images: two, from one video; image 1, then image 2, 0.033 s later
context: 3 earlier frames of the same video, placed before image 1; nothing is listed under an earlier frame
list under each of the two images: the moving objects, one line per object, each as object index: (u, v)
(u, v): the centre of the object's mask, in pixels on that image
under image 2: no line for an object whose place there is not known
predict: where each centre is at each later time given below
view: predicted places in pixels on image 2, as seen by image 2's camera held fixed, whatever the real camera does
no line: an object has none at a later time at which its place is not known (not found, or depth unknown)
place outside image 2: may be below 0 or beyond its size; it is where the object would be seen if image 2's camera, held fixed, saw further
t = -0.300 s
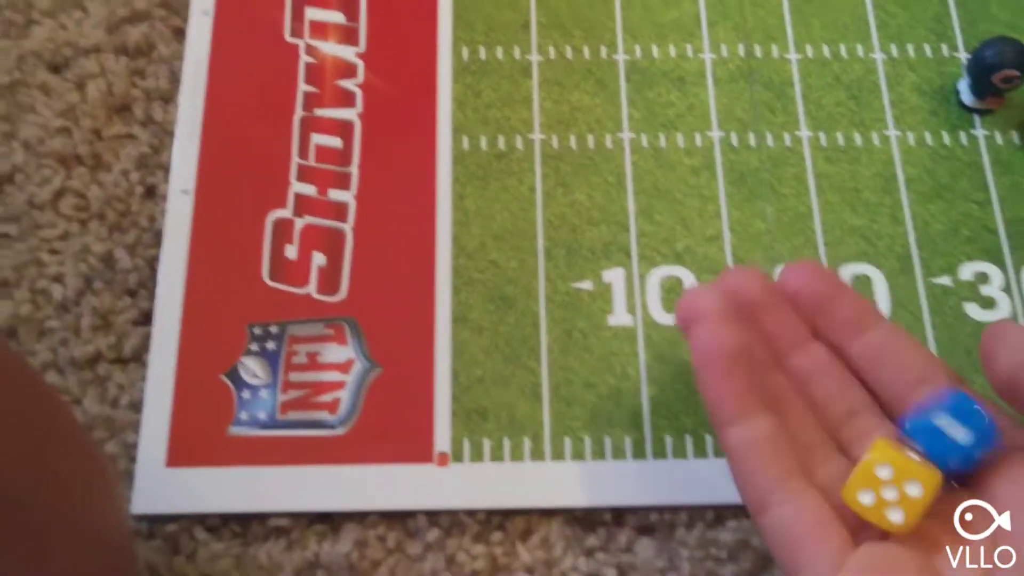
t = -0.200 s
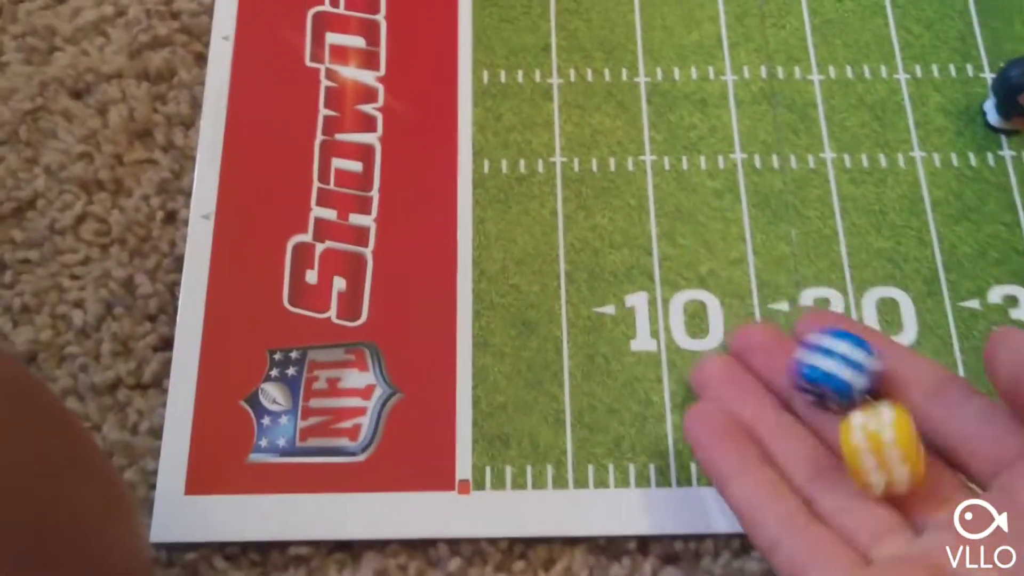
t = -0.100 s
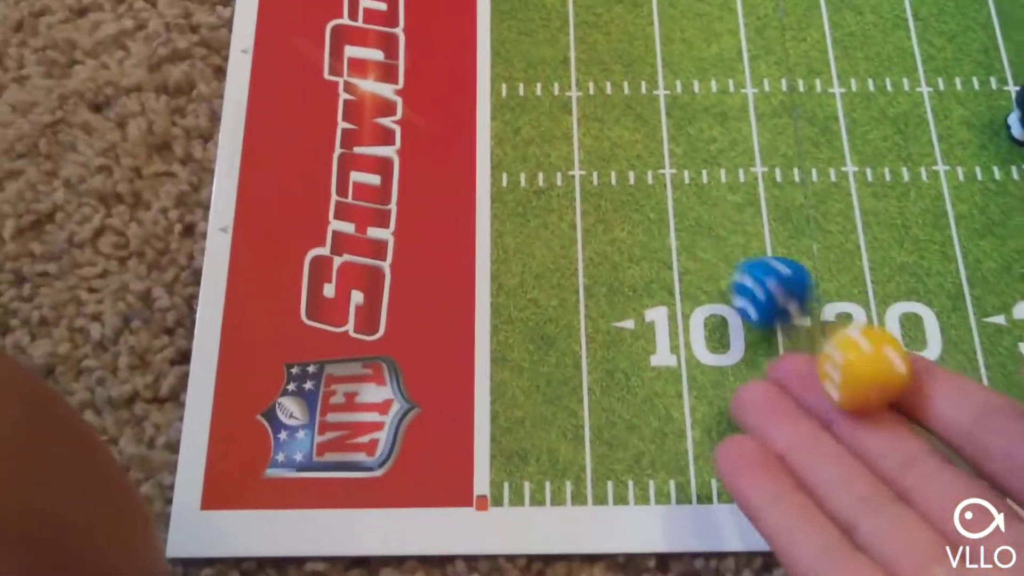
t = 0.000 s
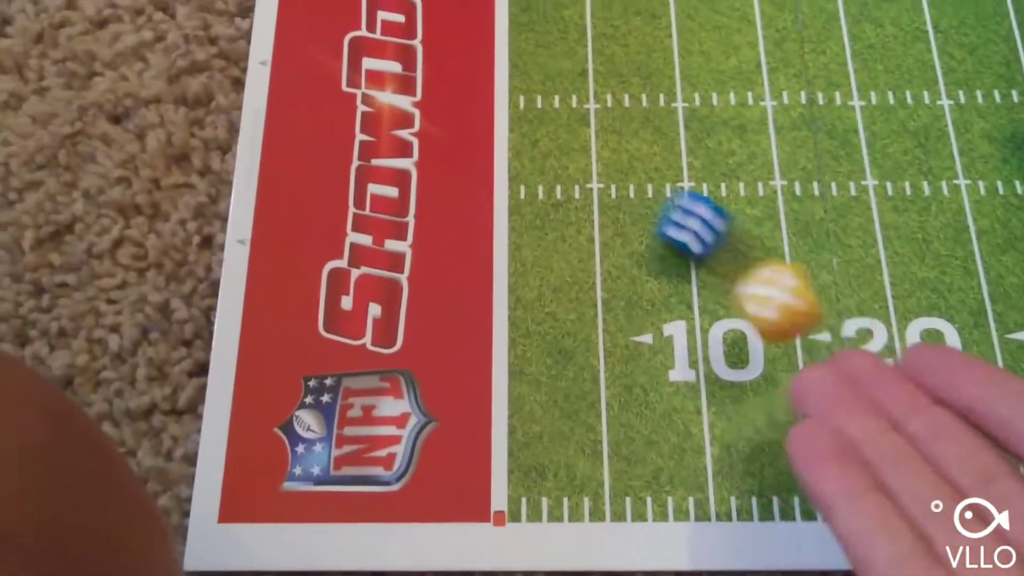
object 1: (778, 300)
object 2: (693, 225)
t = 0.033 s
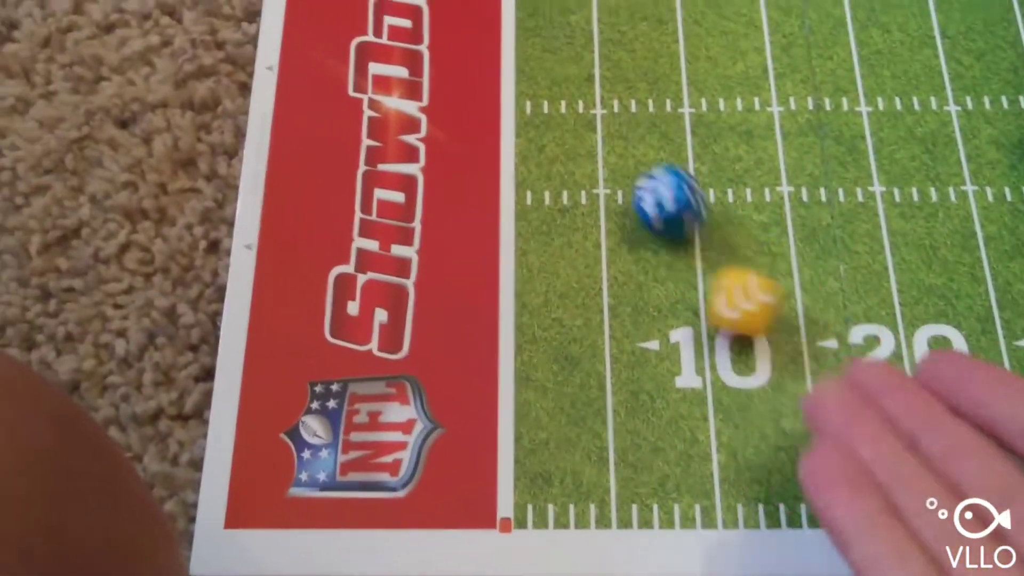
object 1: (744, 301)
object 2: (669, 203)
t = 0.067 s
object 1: (724, 267)
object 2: (646, 179)
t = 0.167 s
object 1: (668, 172)
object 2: (601, 105)
